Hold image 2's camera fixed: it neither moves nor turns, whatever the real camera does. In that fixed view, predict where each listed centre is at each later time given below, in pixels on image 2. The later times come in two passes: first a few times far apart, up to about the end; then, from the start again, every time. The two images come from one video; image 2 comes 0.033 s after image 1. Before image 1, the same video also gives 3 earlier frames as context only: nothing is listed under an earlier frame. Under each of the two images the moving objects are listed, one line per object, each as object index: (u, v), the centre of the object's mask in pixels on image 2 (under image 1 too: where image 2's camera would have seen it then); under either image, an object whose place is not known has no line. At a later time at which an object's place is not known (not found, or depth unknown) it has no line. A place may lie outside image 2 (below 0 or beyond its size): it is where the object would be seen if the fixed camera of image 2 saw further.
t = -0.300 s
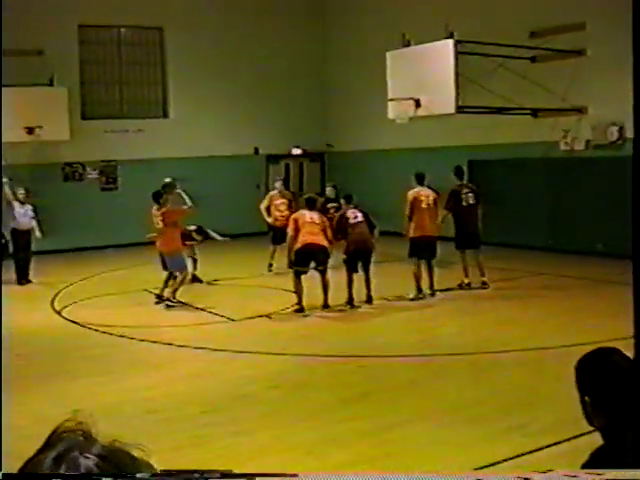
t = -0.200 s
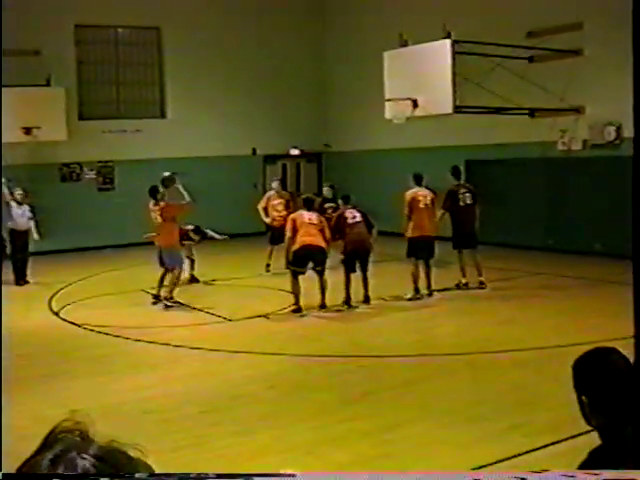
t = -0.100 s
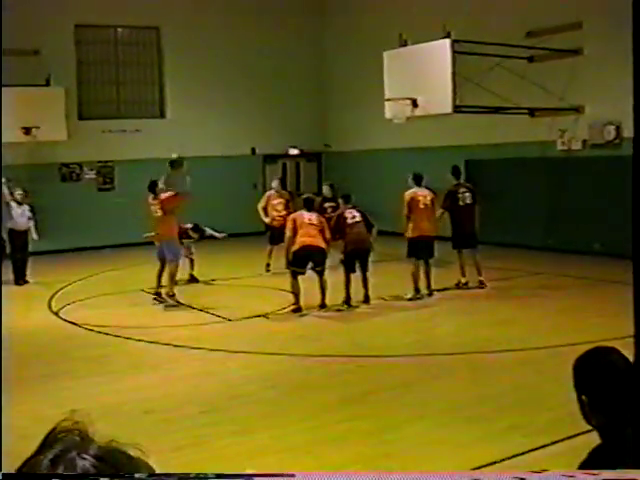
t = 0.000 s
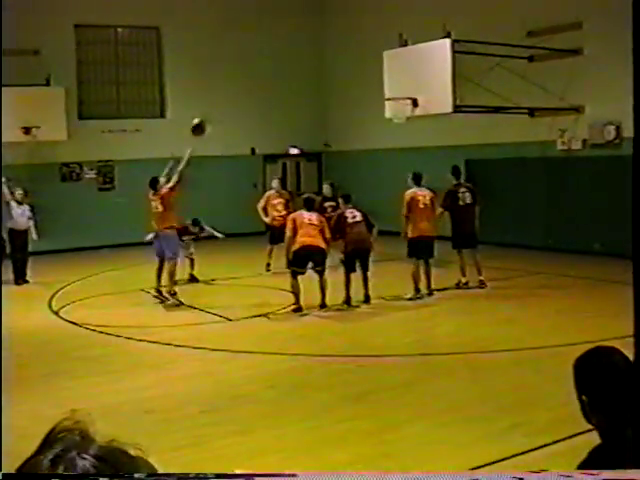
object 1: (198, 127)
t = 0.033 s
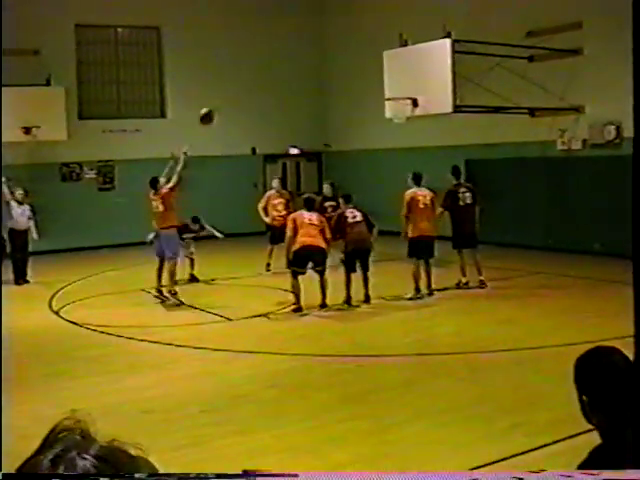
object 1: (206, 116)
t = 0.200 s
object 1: (246, 77)
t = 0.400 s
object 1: (292, 54)
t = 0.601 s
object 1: (335, 58)
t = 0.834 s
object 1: (382, 91)
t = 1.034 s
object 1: (409, 82)
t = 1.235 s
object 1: (396, 80)
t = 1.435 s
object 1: (383, 103)
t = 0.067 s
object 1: (215, 107)
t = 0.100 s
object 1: (223, 98)
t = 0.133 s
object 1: (230, 90)
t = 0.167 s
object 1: (238, 83)
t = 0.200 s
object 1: (246, 77)
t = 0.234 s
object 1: (254, 71)
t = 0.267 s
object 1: (261, 67)
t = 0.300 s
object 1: (269, 63)
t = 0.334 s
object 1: (277, 60)
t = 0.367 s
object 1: (284, 58)
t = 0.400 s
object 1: (292, 54)
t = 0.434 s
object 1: (298, 54)
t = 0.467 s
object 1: (306, 53)
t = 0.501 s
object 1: (313, 53)
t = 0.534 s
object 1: (321, 54)
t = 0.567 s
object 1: (327, 55)
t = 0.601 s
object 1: (335, 58)
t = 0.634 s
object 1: (342, 61)
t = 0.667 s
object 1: (350, 64)
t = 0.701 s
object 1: (356, 68)
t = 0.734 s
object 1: (362, 74)
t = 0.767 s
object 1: (369, 79)
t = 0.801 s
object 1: (375, 83)
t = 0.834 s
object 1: (382, 91)
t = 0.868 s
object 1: (387, 93)
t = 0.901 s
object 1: (391, 89)
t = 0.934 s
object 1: (396, 86)
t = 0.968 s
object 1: (400, 84)
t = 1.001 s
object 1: (404, 83)
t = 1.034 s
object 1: (409, 82)
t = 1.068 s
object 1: (407, 81)
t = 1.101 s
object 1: (404, 79)
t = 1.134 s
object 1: (401, 78)
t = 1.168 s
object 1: (400, 79)
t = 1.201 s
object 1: (398, 79)
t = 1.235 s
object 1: (396, 80)
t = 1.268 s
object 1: (394, 82)
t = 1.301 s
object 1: (391, 85)
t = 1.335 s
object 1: (389, 88)
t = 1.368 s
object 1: (387, 93)
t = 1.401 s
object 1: (385, 97)
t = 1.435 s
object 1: (383, 103)
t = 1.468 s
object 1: (381, 108)
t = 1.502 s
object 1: (380, 114)
